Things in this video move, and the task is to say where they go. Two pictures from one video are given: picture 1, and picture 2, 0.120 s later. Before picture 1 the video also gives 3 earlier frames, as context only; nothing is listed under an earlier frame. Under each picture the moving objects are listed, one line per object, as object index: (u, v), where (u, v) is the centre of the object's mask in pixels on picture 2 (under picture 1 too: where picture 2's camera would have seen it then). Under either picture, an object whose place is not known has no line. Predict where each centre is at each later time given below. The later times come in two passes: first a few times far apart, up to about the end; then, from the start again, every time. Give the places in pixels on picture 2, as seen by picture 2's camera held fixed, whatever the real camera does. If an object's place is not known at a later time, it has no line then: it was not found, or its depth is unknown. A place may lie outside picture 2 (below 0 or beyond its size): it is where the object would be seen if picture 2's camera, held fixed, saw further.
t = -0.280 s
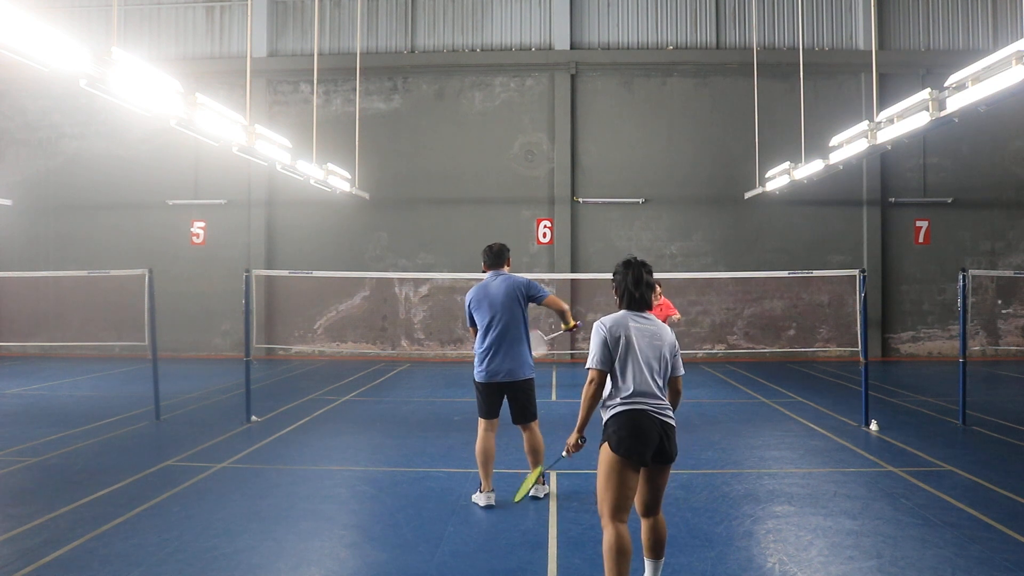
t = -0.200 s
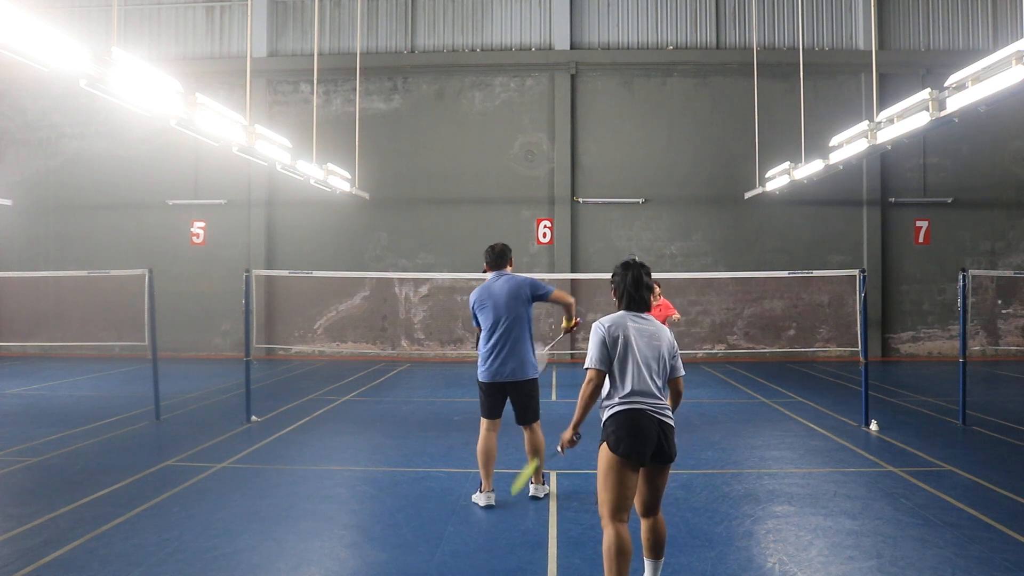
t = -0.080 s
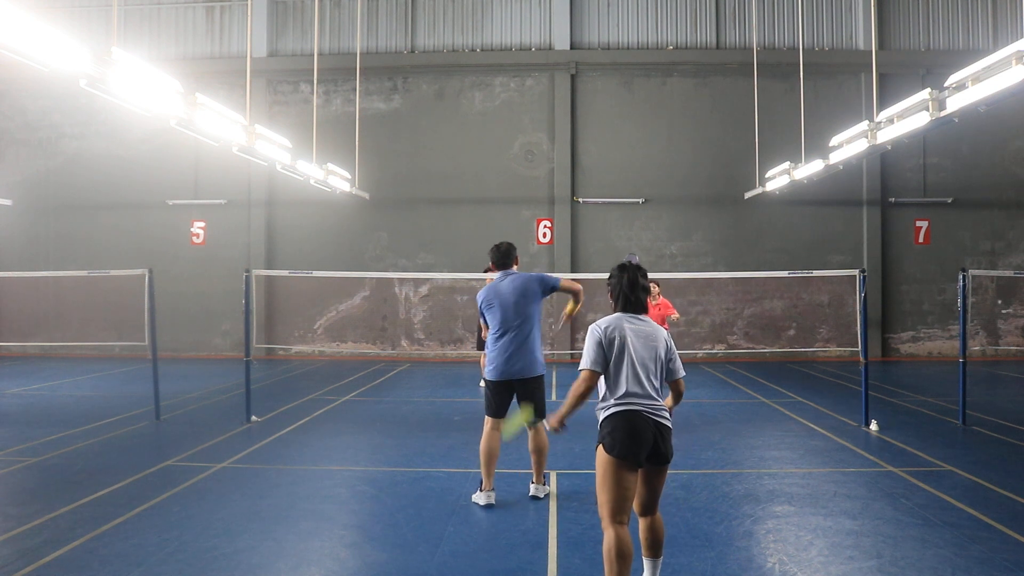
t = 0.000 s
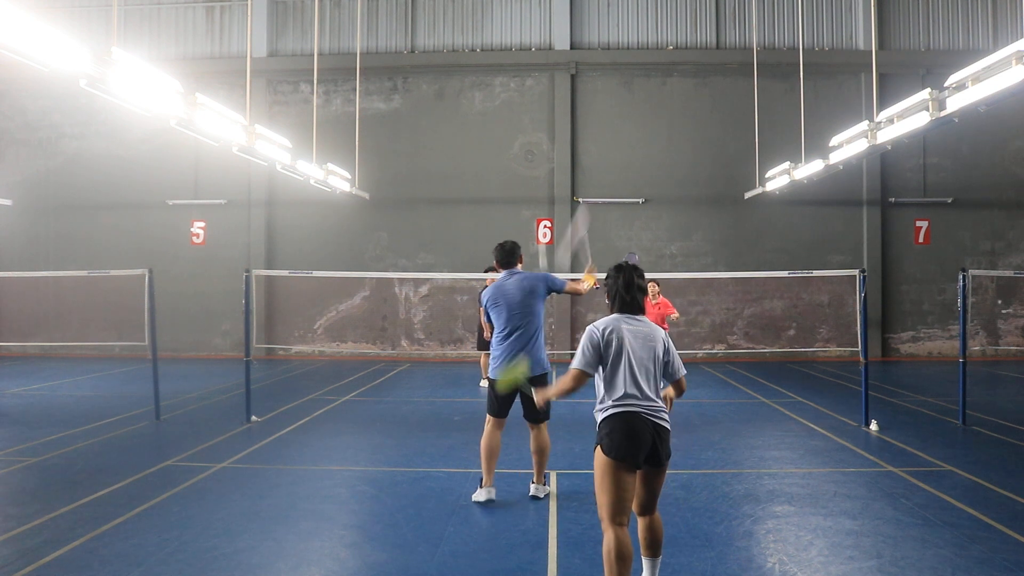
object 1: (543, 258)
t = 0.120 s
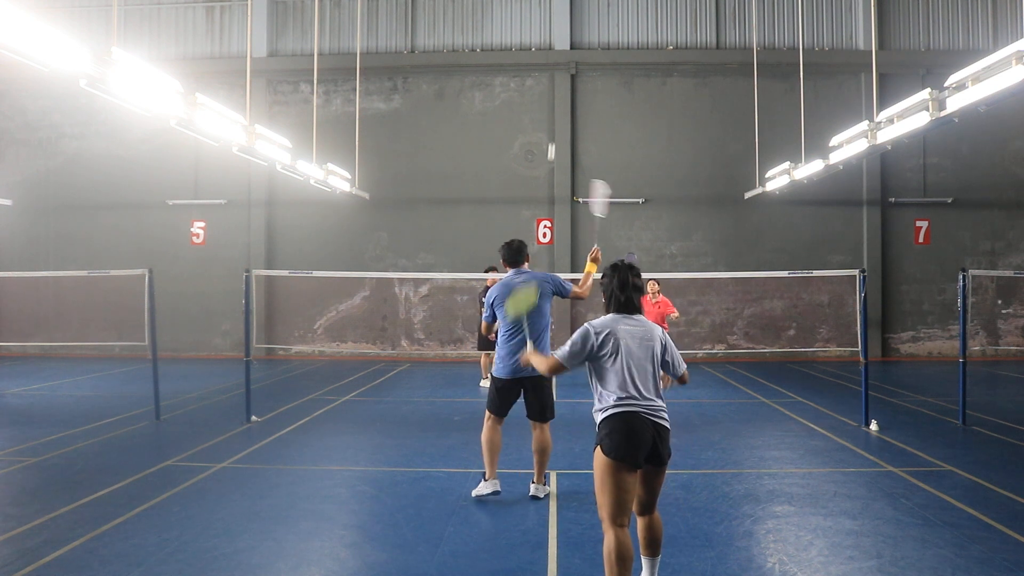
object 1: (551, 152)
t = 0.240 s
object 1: (555, 113)
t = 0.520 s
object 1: (561, 98)
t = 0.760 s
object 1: (567, 124)
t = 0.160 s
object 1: (552, 135)
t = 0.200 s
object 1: (554, 123)
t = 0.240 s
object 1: (555, 113)
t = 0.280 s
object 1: (556, 106)
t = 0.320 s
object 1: (557, 102)
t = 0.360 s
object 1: (558, 98)
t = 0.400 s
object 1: (558, 96)
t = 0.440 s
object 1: (559, 96)
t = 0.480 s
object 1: (560, 96)
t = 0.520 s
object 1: (561, 98)
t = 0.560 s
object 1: (562, 100)
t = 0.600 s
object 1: (563, 104)
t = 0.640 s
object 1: (564, 108)
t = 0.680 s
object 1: (565, 112)
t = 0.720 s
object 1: (567, 118)
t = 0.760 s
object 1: (567, 124)
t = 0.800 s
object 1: (569, 131)
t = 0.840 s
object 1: (570, 139)
